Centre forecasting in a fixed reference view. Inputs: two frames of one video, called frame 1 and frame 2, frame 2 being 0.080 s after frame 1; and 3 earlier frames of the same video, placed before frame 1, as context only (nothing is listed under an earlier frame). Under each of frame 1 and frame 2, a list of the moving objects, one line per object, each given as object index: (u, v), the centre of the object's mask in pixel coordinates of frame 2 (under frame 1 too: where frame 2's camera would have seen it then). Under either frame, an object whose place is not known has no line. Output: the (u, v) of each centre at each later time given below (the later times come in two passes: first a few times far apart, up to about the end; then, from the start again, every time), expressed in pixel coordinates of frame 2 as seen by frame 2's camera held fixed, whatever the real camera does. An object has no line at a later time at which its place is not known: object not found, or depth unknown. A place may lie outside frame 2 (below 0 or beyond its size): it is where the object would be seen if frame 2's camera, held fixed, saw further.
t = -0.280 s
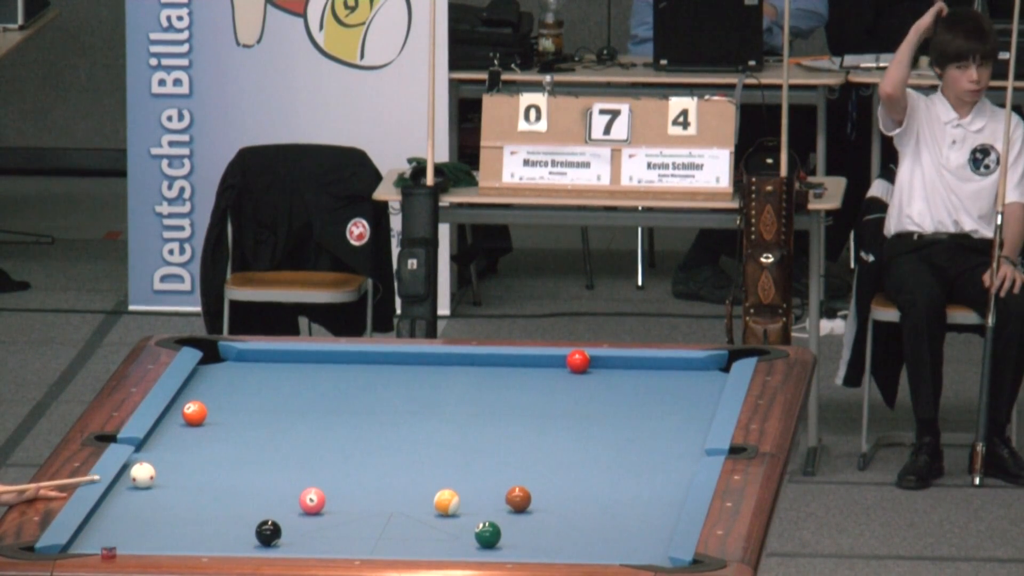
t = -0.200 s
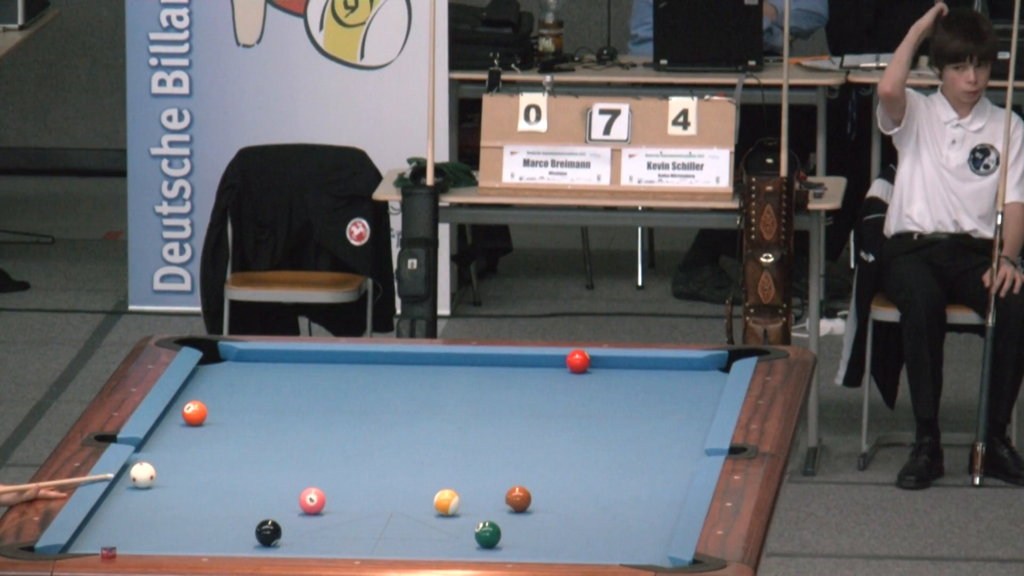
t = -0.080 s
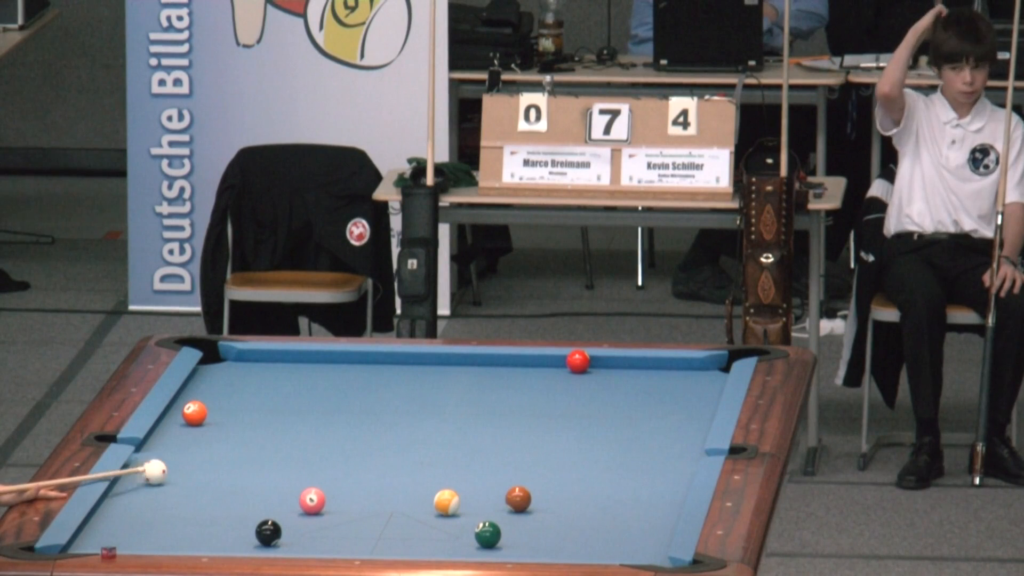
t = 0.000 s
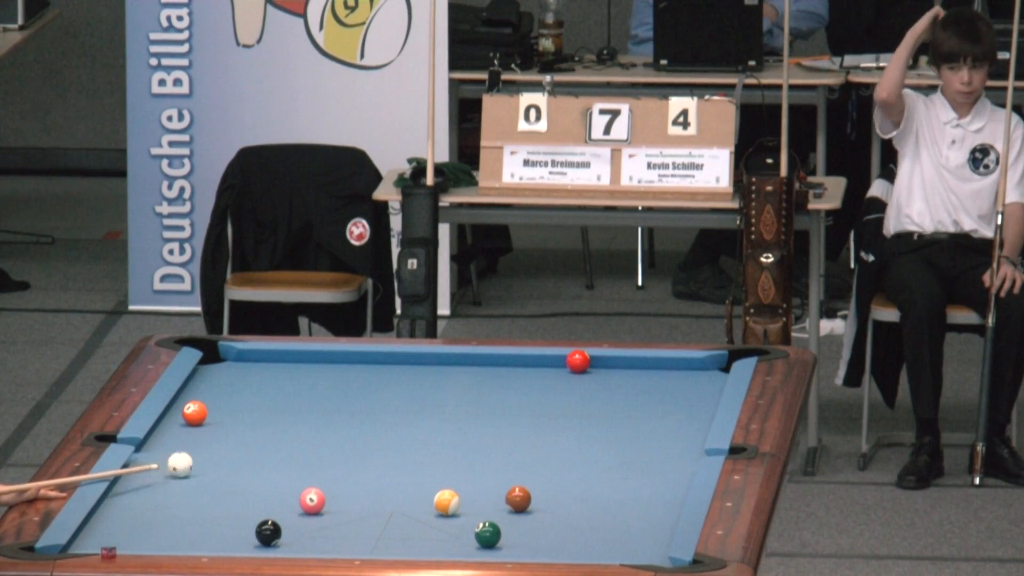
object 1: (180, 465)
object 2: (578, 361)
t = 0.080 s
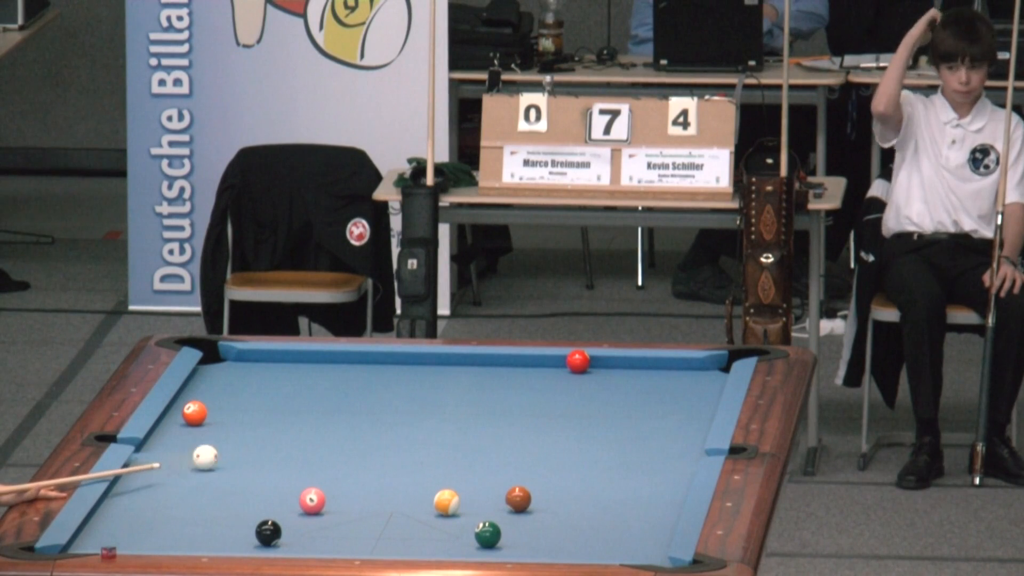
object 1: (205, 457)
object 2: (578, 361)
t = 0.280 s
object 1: (266, 440)
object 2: (578, 361)
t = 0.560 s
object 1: (348, 418)
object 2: (578, 361)
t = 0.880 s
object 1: (435, 393)
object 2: (578, 361)
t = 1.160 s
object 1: (508, 372)
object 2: (578, 361)
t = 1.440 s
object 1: (552, 362)
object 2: (591, 362)
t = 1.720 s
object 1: (538, 371)
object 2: (625, 366)
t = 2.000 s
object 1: (524, 379)
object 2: (656, 369)
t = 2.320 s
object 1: (510, 388)
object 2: (689, 372)
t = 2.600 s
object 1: (498, 395)
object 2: (715, 375)
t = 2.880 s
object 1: (487, 402)
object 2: (706, 376)
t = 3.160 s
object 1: (476, 408)
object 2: (695, 377)
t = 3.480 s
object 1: (465, 415)
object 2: (685, 377)
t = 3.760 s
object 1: (456, 421)
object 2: (679, 378)
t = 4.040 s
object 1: (448, 425)
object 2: (675, 378)
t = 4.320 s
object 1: (441, 430)
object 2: (674, 378)
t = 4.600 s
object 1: (435, 433)
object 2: (674, 378)
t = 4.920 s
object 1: (428, 437)
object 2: (674, 378)
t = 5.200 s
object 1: (423, 440)
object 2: (674, 378)
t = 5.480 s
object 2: (675, 378)
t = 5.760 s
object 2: (674, 378)
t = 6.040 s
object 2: (674, 378)
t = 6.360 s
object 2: (674, 378)
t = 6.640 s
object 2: (674, 378)
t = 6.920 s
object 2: (674, 378)
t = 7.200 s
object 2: (675, 378)
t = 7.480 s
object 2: (674, 378)
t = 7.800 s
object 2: (674, 378)
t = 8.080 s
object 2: (674, 378)
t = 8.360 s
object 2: (674, 378)
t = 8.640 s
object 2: (674, 378)
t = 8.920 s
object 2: (674, 378)
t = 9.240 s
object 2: (676, 373)
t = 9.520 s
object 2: (674, 378)
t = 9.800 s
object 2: (674, 378)
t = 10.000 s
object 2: (675, 378)
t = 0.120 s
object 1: (217, 454)
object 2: (578, 361)
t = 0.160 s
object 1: (230, 451)
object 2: (578, 361)
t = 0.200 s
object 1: (242, 447)
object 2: (578, 361)
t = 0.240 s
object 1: (254, 444)
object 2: (578, 361)
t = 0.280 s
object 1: (266, 440)
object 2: (578, 361)
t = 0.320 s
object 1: (278, 437)
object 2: (578, 361)
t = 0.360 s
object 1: (290, 434)
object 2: (578, 361)
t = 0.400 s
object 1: (302, 430)
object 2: (578, 361)
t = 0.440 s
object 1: (313, 427)
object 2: (578, 361)
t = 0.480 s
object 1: (325, 424)
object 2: (578, 361)
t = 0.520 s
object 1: (336, 420)
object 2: (578, 361)
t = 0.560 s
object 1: (348, 418)
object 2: (578, 361)
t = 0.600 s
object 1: (359, 414)
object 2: (578, 361)
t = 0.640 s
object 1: (370, 411)
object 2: (578, 361)
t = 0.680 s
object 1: (381, 408)
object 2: (578, 361)
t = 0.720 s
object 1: (392, 405)
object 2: (578, 361)
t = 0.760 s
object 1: (403, 402)
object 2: (578, 361)
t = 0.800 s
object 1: (414, 399)
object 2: (578, 361)
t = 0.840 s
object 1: (425, 396)
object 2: (578, 361)
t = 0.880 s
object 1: (435, 393)
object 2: (578, 361)
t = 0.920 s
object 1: (446, 390)
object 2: (578, 361)
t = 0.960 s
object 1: (456, 387)
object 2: (578, 361)
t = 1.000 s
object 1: (467, 384)
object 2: (578, 361)
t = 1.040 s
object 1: (477, 381)
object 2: (578, 361)
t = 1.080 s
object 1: (488, 379)
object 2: (578, 361)
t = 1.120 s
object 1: (497, 375)
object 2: (578, 361)
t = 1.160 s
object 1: (508, 372)
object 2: (578, 361)
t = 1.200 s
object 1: (518, 370)
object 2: (578, 361)
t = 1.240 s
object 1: (528, 367)
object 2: (578, 361)
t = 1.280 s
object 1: (538, 364)
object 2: (578, 361)
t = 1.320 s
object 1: (548, 362)
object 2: (578, 361)
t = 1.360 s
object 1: (556, 359)
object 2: (578, 361)
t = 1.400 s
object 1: (554, 361)
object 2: (585, 362)
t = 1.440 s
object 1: (552, 362)
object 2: (591, 362)
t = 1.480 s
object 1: (550, 363)
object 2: (596, 363)
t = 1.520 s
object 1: (547, 364)
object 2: (601, 363)
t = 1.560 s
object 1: (546, 366)
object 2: (605, 364)
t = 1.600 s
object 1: (544, 367)
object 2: (610, 364)
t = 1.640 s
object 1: (542, 368)
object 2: (615, 365)
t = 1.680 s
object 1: (540, 369)
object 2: (620, 365)
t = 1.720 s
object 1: (538, 371)
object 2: (625, 366)
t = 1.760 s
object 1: (536, 372)
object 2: (629, 366)
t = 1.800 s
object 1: (534, 373)
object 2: (634, 367)
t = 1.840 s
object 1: (532, 374)
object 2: (638, 367)
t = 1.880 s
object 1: (530, 375)
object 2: (643, 368)
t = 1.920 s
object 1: (528, 377)
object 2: (647, 368)
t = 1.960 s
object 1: (526, 378)
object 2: (652, 369)
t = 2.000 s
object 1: (524, 379)
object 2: (656, 369)
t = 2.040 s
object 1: (522, 380)
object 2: (660, 370)
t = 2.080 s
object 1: (521, 381)
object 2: (664, 370)
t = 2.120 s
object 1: (519, 382)
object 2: (669, 370)
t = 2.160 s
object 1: (517, 384)
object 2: (673, 371)
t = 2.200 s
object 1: (515, 384)
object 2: (677, 371)
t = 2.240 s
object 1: (513, 386)
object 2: (681, 371)
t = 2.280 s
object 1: (512, 387)
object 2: (685, 372)
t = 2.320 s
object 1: (510, 388)
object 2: (689, 372)
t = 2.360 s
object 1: (508, 389)
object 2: (693, 372)
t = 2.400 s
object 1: (506, 390)
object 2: (696, 373)
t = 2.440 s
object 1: (505, 391)
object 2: (700, 373)
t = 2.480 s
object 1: (503, 392)
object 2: (704, 374)
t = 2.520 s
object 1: (501, 393)
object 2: (708, 374)
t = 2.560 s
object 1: (499, 394)
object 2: (711, 375)
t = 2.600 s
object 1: (498, 395)
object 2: (715, 375)
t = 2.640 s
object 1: (496, 396)
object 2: (717, 375)
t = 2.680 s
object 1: (495, 397)
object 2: (716, 375)
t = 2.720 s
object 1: (493, 398)
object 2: (714, 375)
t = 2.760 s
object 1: (491, 399)
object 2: (712, 376)
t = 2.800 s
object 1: (489, 400)
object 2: (710, 376)
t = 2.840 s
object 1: (488, 401)
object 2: (708, 376)
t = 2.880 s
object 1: (487, 402)
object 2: (706, 376)
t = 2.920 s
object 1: (485, 403)
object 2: (704, 376)
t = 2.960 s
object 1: (483, 404)
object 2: (703, 376)
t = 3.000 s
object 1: (482, 405)
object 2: (701, 376)
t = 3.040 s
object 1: (480, 406)
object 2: (699, 377)
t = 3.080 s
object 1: (479, 406)
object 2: (698, 376)
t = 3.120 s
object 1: (477, 408)
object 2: (696, 377)
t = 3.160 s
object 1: (476, 408)
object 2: (695, 377)
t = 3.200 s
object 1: (474, 409)
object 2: (693, 377)
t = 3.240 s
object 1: (473, 410)
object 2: (692, 377)
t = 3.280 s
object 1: (471, 411)
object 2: (691, 377)
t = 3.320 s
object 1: (470, 412)
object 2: (689, 377)
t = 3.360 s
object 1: (469, 413)
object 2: (688, 377)
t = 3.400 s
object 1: (467, 413)
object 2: (687, 377)
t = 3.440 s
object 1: (466, 414)
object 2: (686, 377)
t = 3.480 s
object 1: (465, 415)
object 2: (685, 377)
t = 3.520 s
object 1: (463, 416)
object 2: (684, 377)
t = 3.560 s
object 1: (462, 416)
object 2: (683, 377)
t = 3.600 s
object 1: (461, 417)
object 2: (682, 378)
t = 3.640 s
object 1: (459, 418)
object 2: (681, 377)
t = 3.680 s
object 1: (459, 419)
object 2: (680, 378)
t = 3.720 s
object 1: (457, 420)
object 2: (679, 378)
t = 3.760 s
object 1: (456, 421)
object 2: (679, 378)
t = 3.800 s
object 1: (455, 421)
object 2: (678, 378)
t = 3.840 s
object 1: (454, 422)
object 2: (677, 378)
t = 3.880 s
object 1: (452, 423)
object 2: (677, 378)
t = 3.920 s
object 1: (451, 423)
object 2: (676, 378)
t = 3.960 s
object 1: (450, 424)
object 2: (676, 378)
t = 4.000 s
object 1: (450, 425)
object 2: (676, 378)
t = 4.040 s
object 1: (448, 425)
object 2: (675, 378)
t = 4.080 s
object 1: (447, 426)
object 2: (675, 378)
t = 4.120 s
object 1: (446, 426)
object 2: (675, 378)
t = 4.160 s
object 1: (445, 427)
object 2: (674, 378)
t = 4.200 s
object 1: (444, 428)
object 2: (674, 378)
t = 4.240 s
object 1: (443, 428)
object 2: (674, 378)
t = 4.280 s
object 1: (442, 429)
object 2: (674, 378)
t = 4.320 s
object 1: (441, 430)
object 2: (674, 378)
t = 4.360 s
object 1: (440, 430)
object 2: (674, 378)
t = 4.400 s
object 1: (439, 431)
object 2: (674, 378)
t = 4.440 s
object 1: (438, 431)
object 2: (674, 378)
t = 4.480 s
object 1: (437, 431)
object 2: (674, 378)
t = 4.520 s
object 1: (436, 432)
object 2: (674, 378)
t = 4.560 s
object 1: (435, 433)
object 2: (674, 378)
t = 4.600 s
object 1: (435, 433)
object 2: (674, 378)
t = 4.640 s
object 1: (434, 434)
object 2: (674, 378)
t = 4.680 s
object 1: (433, 434)
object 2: (674, 378)
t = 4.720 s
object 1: (432, 435)
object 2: (674, 378)
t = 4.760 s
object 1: (431, 435)
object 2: (674, 378)
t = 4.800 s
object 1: (430, 435)
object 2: (674, 378)
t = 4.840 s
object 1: (429, 436)
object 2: (674, 378)
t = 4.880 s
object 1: (429, 437)
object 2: (674, 378)
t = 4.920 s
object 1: (428, 437)
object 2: (674, 378)
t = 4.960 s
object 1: (427, 437)
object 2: (674, 378)
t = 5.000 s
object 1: (426, 438)
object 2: (674, 378)
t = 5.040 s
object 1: (425, 438)
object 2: (674, 378)
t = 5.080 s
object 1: (425, 439)
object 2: (674, 378)
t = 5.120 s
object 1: (424, 439)
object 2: (674, 378)
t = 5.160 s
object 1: (423, 439)
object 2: (674, 378)
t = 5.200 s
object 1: (423, 440)
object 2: (674, 378)
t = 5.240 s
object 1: (422, 440)
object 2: (674, 378)
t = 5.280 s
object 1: (422, 440)
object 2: (674, 378)
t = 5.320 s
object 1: (423, 441)
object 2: (675, 378)
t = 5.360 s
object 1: (415, 439)
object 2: (675, 378)
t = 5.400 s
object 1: (420, 442)
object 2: (675, 378)
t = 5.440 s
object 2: (675, 378)
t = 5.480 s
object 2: (675, 378)
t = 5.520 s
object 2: (675, 378)
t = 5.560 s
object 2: (674, 378)
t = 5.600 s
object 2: (675, 378)
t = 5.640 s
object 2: (674, 378)
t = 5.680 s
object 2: (675, 378)
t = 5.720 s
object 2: (674, 378)
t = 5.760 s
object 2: (674, 378)
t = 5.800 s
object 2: (674, 378)
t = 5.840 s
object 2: (674, 378)
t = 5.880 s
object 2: (674, 378)
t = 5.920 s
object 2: (674, 378)
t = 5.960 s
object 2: (674, 378)
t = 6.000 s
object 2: (674, 378)
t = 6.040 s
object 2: (674, 378)
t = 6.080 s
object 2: (674, 378)
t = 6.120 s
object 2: (674, 378)
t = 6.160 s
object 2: (674, 378)
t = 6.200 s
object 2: (674, 378)
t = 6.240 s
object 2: (674, 378)
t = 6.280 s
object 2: (674, 378)
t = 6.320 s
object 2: (674, 378)
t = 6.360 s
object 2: (674, 378)
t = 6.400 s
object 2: (674, 378)
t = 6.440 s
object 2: (674, 378)
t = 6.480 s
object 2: (675, 378)
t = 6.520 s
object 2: (674, 378)
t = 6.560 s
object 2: (674, 378)
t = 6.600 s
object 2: (674, 378)
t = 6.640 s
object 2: (674, 378)
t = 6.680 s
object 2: (674, 378)
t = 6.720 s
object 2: (674, 378)
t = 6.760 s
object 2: (674, 378)
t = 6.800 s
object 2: (674, 378)
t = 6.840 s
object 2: (674, 378)
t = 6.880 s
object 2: (675, 378)
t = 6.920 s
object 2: (674, 378)
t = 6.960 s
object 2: (674, 378)
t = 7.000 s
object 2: (674, 378)
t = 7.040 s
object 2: (674, 378)
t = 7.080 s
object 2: (674, 378)
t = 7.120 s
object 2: (674, 378)
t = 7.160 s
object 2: (674, 378)
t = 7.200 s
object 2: (675, 378)
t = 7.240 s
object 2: (674, 378)
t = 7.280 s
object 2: (674, 378)
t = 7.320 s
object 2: (674, 378)
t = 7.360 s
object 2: (674, 378)
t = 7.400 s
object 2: (674, 378)
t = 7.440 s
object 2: (674, 378)
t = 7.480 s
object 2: (674, 378)
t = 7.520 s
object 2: (674, 378)
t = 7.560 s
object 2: (674, 378)
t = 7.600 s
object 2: (674, 378)
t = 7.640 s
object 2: (674, 378)
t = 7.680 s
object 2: (674, 378)
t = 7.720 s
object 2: (674, 378)
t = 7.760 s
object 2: (674, 378)
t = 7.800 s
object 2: (674, 378)
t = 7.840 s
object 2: (674, 378)
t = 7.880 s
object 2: (674, 378)
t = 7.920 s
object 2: (674, 378)
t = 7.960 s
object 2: (674, 378)
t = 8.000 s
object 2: (674, 378)
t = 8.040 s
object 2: (674, 378)
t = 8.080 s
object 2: (674, 378)
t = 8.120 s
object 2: (674, 378)
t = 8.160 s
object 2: (674, 378)
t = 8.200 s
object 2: (674, 378)
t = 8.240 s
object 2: (674, 378)
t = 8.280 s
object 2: (674, 378)
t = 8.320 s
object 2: (674, 378)
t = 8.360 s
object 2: (674, 378)
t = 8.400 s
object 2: (674, 378)
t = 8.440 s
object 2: (674, 378)
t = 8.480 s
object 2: (674, 378)
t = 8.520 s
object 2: (673, 378)
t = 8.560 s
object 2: (677, 377)
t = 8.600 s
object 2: (674, 378)
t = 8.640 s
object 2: (674, 378)
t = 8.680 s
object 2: (674, 378)
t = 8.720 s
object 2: (674, 378)
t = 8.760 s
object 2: (675, 378)
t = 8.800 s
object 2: (675, 378)
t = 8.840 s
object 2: (675, 378)
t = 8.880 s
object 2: (674, 378)
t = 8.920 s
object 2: (674, 378)
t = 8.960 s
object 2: (674, 378)
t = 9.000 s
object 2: (675, 378)
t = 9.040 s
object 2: (674, 378)
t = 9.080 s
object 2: (675, 378)
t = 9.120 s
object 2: (674, 376)
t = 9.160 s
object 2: (675, 373)
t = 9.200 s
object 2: (676, 372)
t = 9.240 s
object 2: (676, 373)
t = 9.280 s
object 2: (677, 375)
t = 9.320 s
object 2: (675, 377)
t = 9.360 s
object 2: (675, 378)
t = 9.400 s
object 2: (674, 378)
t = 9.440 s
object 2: (675, 378)
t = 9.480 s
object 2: (674, 378)
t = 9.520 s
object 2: (674, 378)
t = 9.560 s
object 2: (674, 378)
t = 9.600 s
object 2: (674, 378)
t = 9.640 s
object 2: (675, 378)
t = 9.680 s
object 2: (675, 378)
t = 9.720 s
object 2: (675, 378)
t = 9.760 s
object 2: (674, 378)
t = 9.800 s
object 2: (674, 378)
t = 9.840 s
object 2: (674, 378)
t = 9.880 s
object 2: (675, 378)
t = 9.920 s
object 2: (674, 378)
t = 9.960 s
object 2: (674, 378)
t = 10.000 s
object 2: (675, 378)
